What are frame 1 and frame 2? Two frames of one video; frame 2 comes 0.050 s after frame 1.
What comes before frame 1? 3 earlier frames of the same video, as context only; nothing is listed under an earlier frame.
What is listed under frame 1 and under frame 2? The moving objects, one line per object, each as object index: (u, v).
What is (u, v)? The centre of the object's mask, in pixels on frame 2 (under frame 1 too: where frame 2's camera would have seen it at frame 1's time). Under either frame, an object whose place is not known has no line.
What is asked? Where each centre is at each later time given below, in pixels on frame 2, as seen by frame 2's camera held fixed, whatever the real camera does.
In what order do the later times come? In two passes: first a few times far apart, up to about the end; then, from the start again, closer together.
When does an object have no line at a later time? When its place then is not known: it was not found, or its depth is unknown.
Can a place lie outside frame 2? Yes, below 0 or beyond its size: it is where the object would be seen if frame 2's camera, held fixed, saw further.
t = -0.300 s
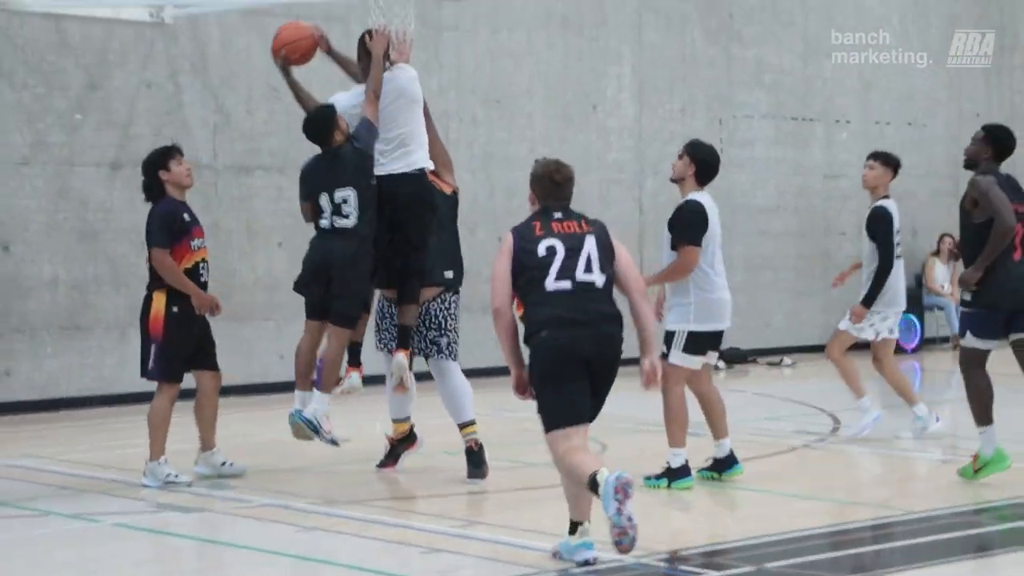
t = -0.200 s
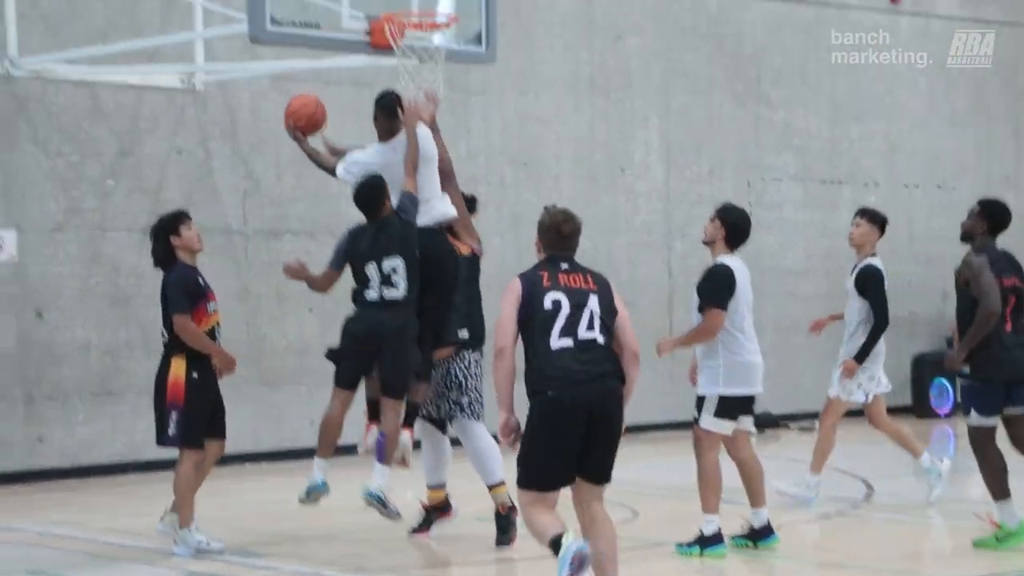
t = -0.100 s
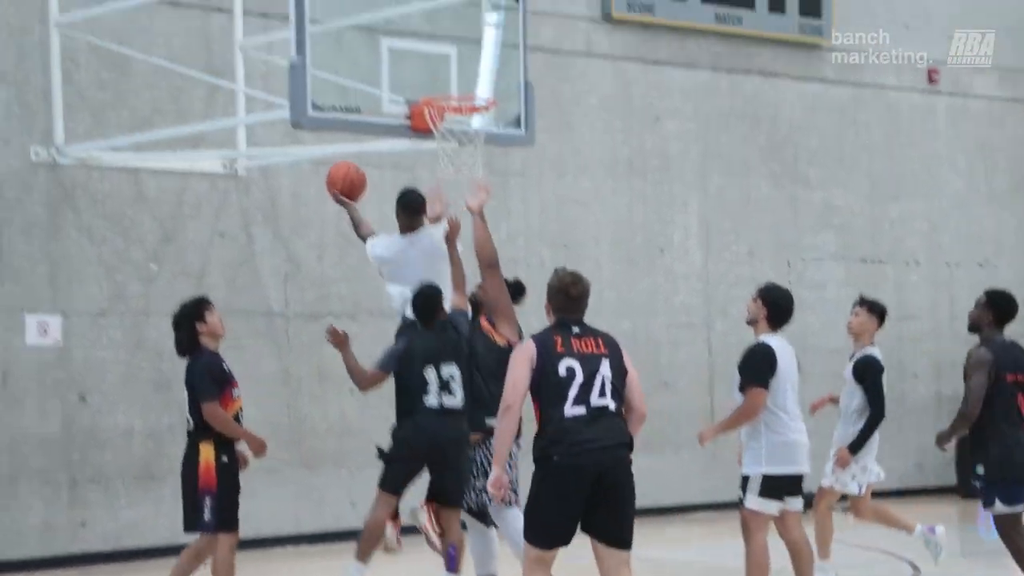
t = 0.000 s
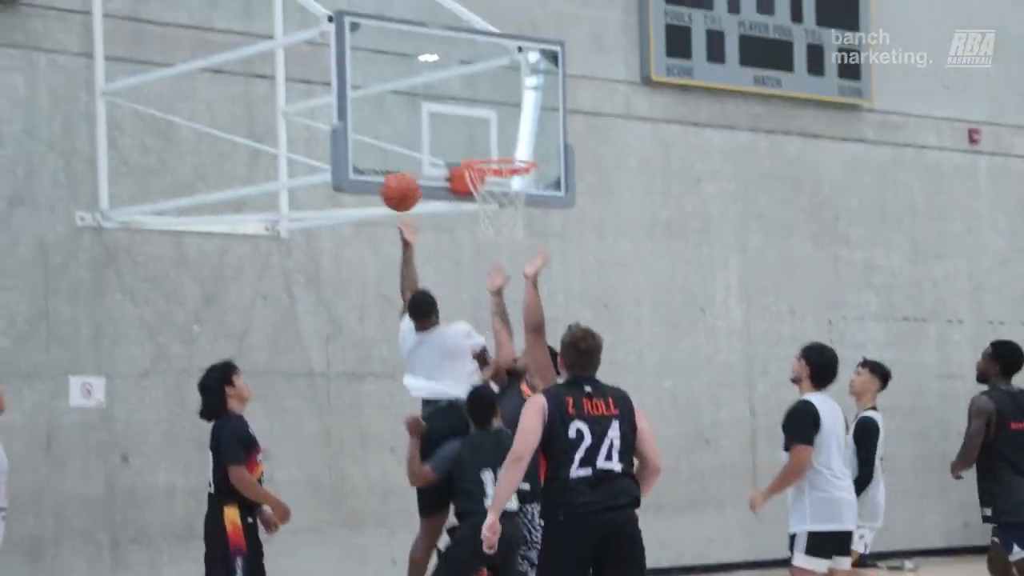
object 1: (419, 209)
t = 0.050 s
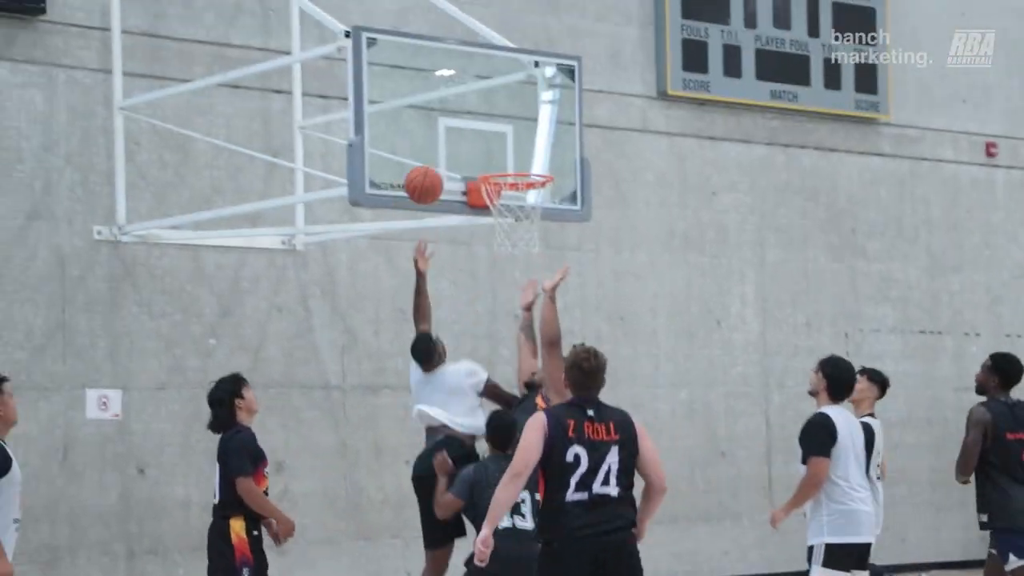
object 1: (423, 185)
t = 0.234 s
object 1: (447, 142)
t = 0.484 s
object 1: (481, 158)
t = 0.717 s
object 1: (524, 158)
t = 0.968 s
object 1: (565, 176)
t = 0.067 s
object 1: (426, 178)
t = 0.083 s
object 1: (428, 172)
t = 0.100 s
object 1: (430, 166)
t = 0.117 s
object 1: (432, 161)
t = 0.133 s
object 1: (434, 157)
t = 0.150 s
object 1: (436, 153)
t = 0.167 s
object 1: (438, 150)
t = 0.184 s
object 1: (440, 147)
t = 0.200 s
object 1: (442, 145)
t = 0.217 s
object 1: (445, 144)
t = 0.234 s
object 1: (447, 142)
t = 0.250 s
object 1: (449, 140)
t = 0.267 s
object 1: (451, 139)
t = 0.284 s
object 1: (453, 139)
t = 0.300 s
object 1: (455, 139)
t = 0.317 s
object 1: (458, 140)
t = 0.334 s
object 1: (460, 141)
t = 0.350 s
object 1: (462, 142)
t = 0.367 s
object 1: (464, 144)
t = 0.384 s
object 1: (466, 146)
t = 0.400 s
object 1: (468, 149)
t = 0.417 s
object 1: (470, 152)
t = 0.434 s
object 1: (472, 155)
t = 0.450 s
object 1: (474, 158)
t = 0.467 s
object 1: (478, 158)
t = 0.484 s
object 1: (481, 158)
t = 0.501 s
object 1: (484, 158)
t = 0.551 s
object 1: (492, 158)
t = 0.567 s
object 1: (496, 157)
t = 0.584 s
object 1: (499, 157)
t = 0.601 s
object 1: (502, 157)
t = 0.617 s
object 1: (505, 157)
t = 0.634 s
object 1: (508, 158)
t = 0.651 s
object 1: (511, 158)
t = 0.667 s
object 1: (514, 158)
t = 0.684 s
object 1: (517, 158)
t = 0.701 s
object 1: (521, 157)
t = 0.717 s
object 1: (524, 158)
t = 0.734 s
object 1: (527, 158)
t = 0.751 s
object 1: (530, 158)
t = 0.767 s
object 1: (533, 158)
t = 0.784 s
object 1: (536, 158)
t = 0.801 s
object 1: (539, 158)
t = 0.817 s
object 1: (541, 159)
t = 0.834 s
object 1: (544, 159)
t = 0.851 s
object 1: (547, 160)
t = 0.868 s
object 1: (550, 161)
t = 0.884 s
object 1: (553, 162)
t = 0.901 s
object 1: (555, 164)
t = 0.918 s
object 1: (558, 167)
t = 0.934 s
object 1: (560, 170)
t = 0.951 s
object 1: (563, 172)
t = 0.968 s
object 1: (565, 176)
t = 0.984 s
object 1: (567, 180)
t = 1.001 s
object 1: (569, 184)
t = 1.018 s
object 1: (572, 189)
